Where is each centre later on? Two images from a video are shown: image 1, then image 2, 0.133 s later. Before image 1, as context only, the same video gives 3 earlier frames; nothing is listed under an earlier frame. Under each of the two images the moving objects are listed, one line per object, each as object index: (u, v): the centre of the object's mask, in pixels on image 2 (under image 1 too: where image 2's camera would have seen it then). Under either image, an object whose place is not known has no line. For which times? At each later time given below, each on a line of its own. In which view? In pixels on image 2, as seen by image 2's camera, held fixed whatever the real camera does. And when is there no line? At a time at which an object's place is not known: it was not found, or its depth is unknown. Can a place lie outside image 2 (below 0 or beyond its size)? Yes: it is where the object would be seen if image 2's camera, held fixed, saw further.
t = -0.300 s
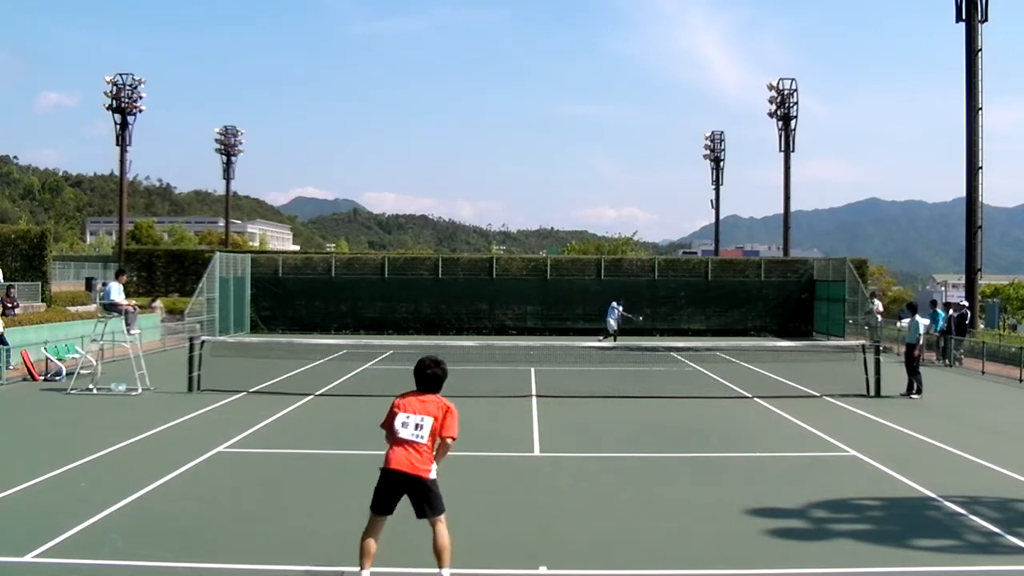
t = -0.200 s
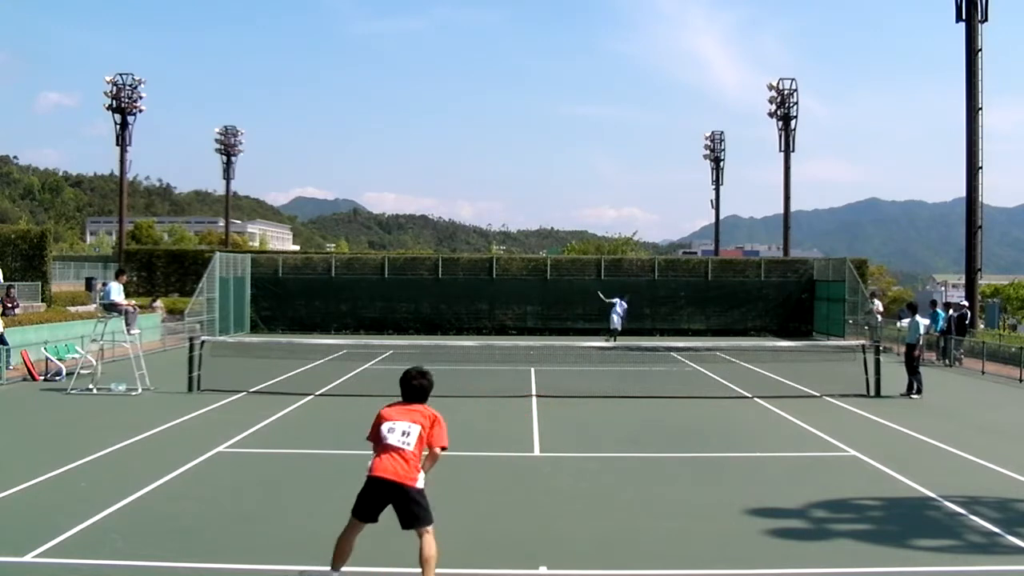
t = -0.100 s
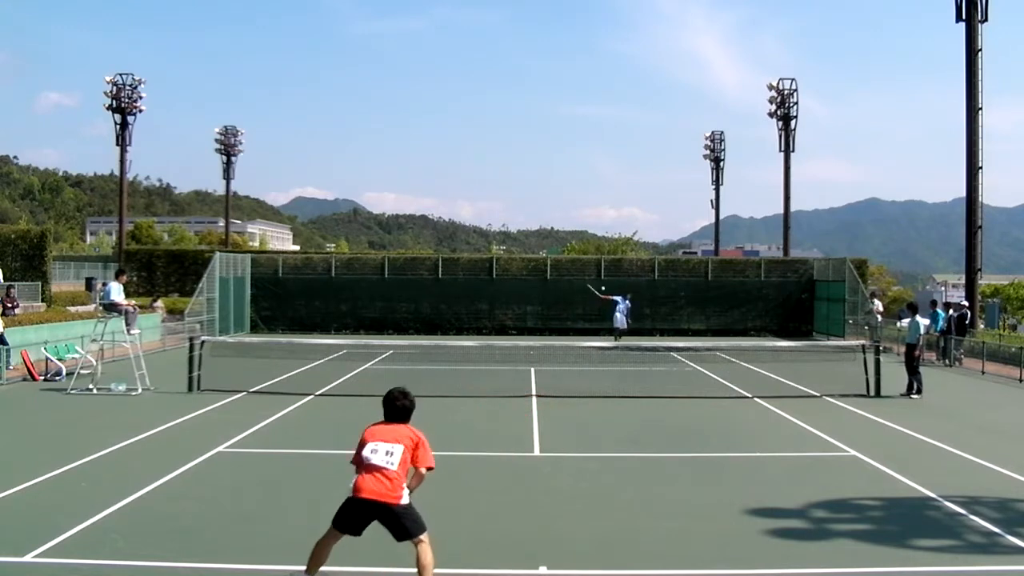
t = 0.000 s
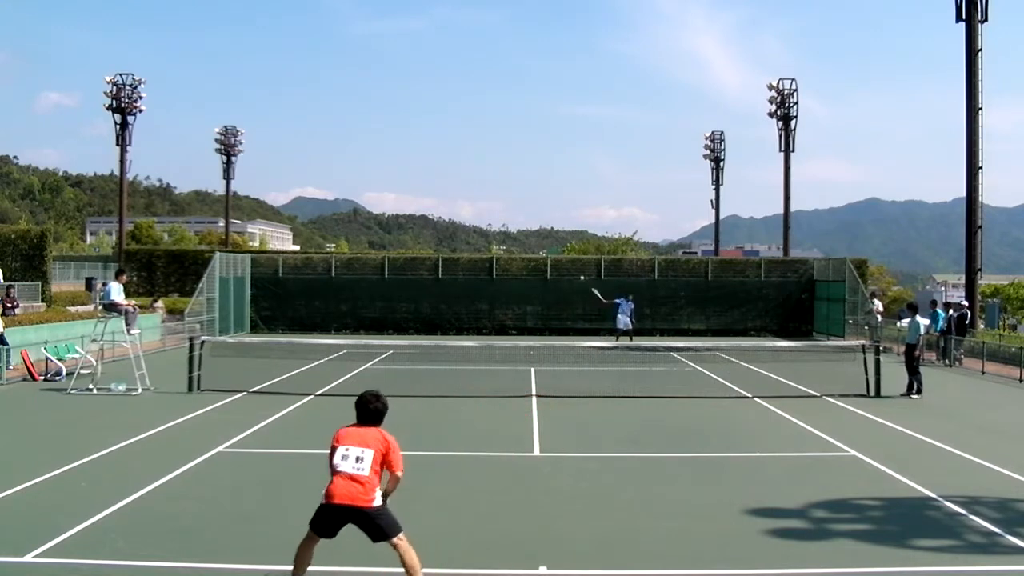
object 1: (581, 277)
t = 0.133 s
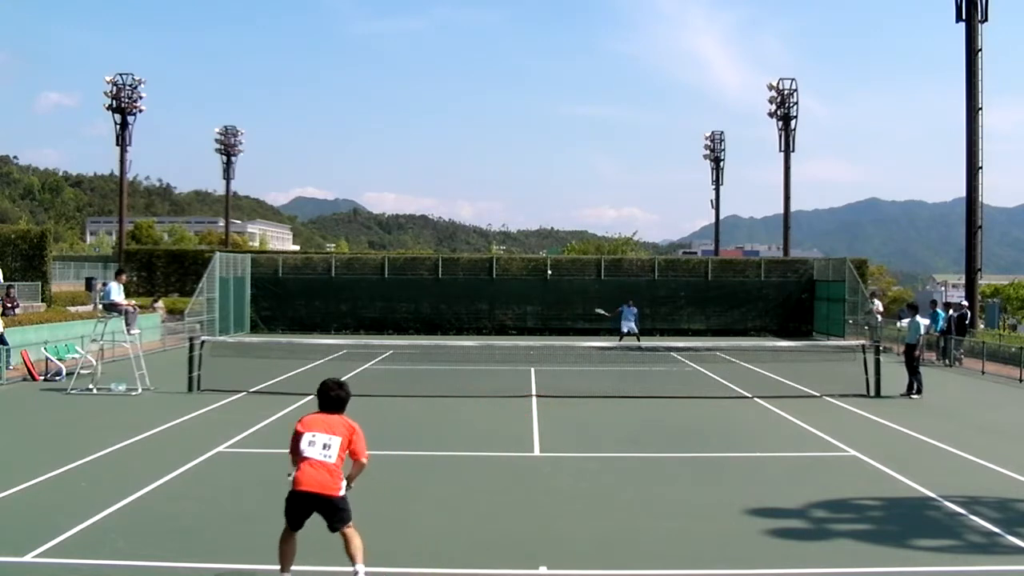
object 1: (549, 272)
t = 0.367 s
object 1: (474, 295)
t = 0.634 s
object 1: (343, 416)
